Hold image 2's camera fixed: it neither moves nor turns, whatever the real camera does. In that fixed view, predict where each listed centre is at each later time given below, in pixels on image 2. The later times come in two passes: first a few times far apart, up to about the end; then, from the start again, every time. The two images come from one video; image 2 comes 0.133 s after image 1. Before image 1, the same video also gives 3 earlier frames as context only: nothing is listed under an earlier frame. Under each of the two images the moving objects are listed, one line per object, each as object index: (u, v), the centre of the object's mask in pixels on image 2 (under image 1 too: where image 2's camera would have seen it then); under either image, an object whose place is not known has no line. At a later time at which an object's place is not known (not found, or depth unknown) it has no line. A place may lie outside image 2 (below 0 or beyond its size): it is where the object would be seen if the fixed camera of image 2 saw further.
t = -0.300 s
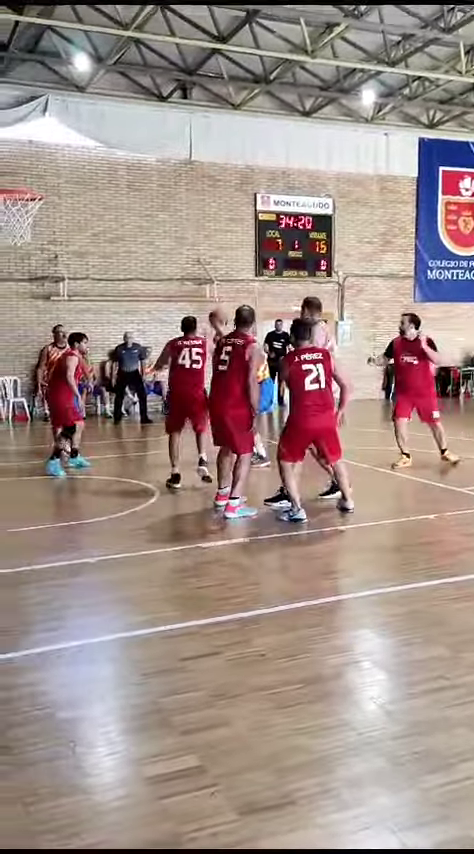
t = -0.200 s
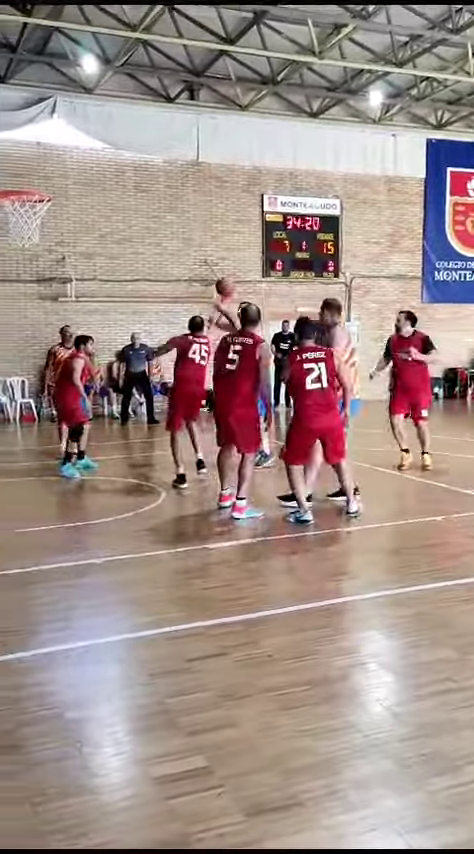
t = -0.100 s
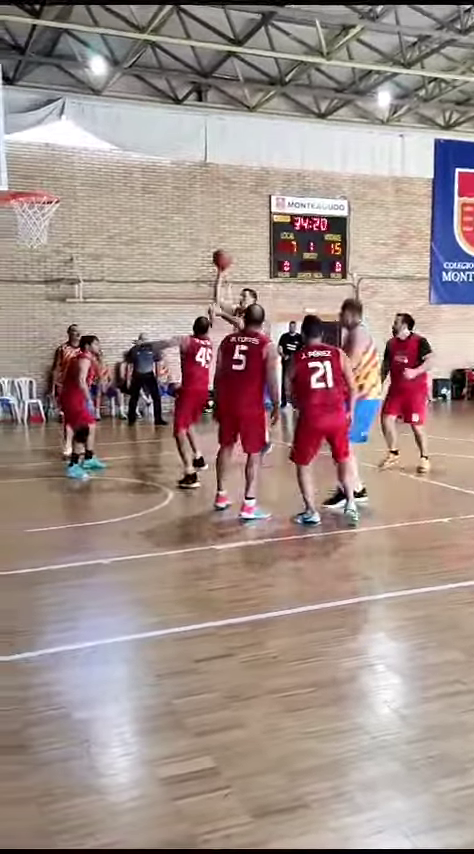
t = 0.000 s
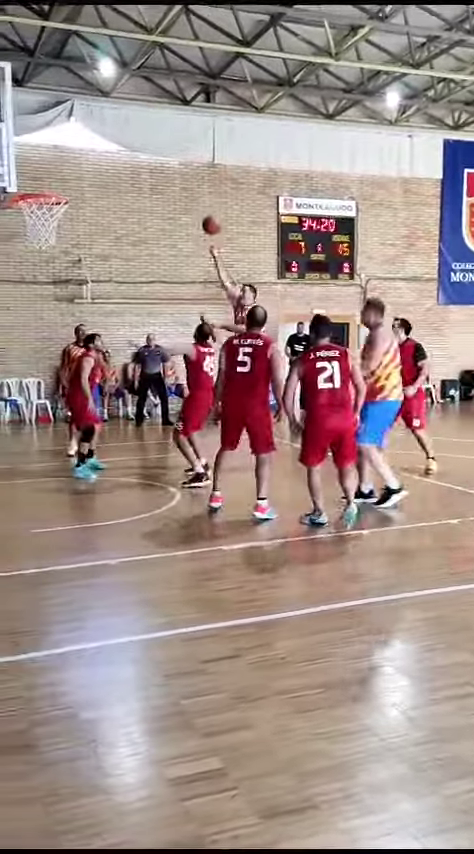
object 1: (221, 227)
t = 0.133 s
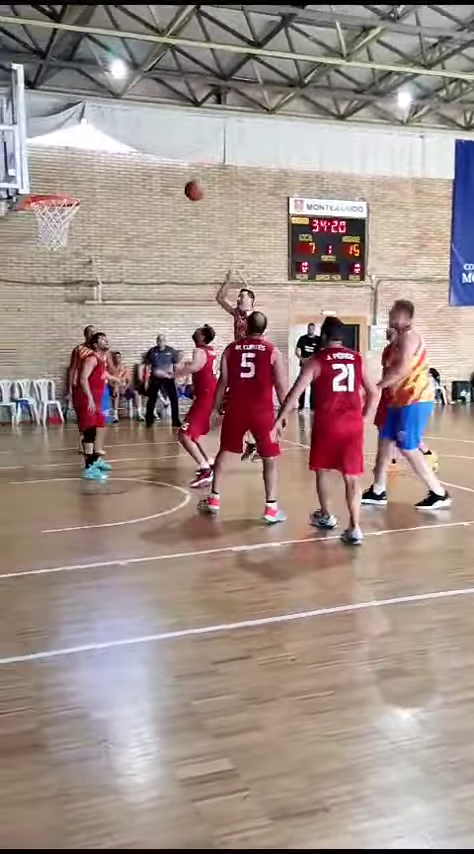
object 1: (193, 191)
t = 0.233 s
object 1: (172, 172)
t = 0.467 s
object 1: (117, 163)
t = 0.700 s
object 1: (60, 190)
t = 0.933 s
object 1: (58, 226)
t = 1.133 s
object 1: (74, 255)
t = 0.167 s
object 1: (185, 184)
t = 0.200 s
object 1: (179, 177)
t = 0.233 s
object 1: (172, 172)
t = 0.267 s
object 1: (165, 168)
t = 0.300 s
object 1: (157, 165)
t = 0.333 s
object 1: (149, 162)
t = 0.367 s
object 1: (142, 161)
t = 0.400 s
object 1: (134, 161)
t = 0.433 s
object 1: (125, 162)
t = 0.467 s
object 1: (117, 163)
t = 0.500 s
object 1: (109, 167)
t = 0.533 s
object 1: (101, 170)
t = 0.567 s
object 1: (92, 176)
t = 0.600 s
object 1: (83, 183)
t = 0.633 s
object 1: (76, 189)
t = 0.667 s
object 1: (68, 190)
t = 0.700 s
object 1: (60, 190)
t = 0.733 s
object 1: (54, 191)
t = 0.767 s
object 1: (45, 197)
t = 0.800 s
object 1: (48, 203)
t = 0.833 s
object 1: (49, 207)
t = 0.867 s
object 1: (52, 216)
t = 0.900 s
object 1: (56, 219)
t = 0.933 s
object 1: (58, 226)
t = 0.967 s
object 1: (63, 229)
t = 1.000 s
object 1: (64, 233)
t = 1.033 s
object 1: (66, 239)
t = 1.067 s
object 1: (68, 243)
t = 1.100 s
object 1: (70, 248)
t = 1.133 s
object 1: (74, 255)
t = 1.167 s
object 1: (76, 263)
